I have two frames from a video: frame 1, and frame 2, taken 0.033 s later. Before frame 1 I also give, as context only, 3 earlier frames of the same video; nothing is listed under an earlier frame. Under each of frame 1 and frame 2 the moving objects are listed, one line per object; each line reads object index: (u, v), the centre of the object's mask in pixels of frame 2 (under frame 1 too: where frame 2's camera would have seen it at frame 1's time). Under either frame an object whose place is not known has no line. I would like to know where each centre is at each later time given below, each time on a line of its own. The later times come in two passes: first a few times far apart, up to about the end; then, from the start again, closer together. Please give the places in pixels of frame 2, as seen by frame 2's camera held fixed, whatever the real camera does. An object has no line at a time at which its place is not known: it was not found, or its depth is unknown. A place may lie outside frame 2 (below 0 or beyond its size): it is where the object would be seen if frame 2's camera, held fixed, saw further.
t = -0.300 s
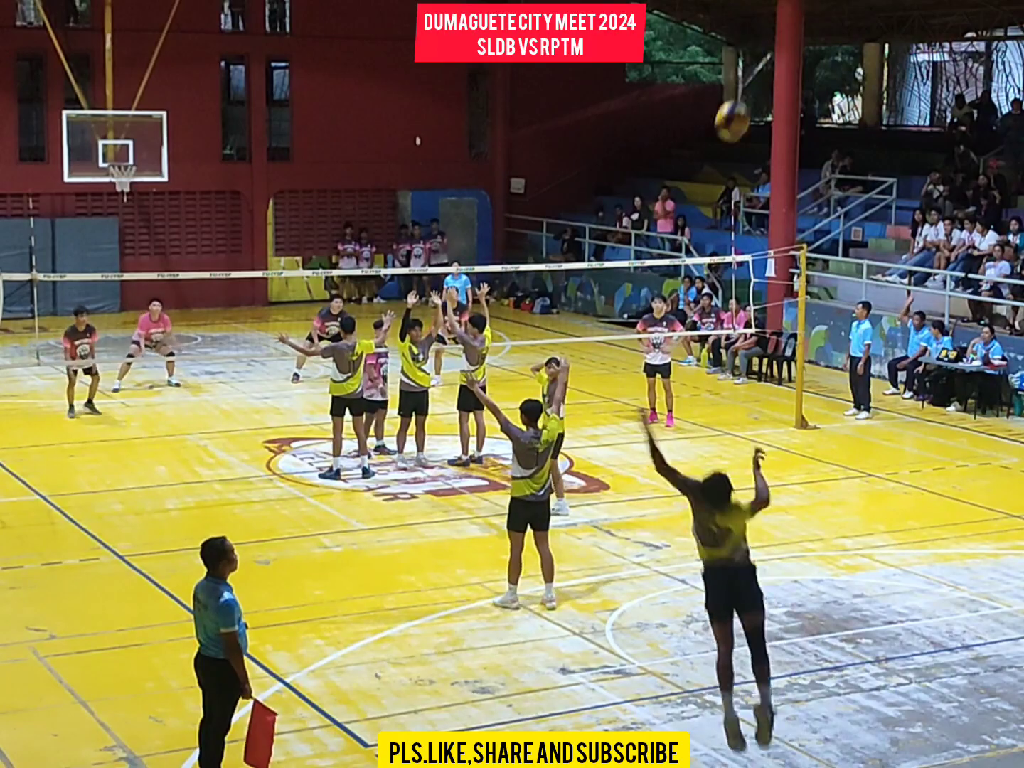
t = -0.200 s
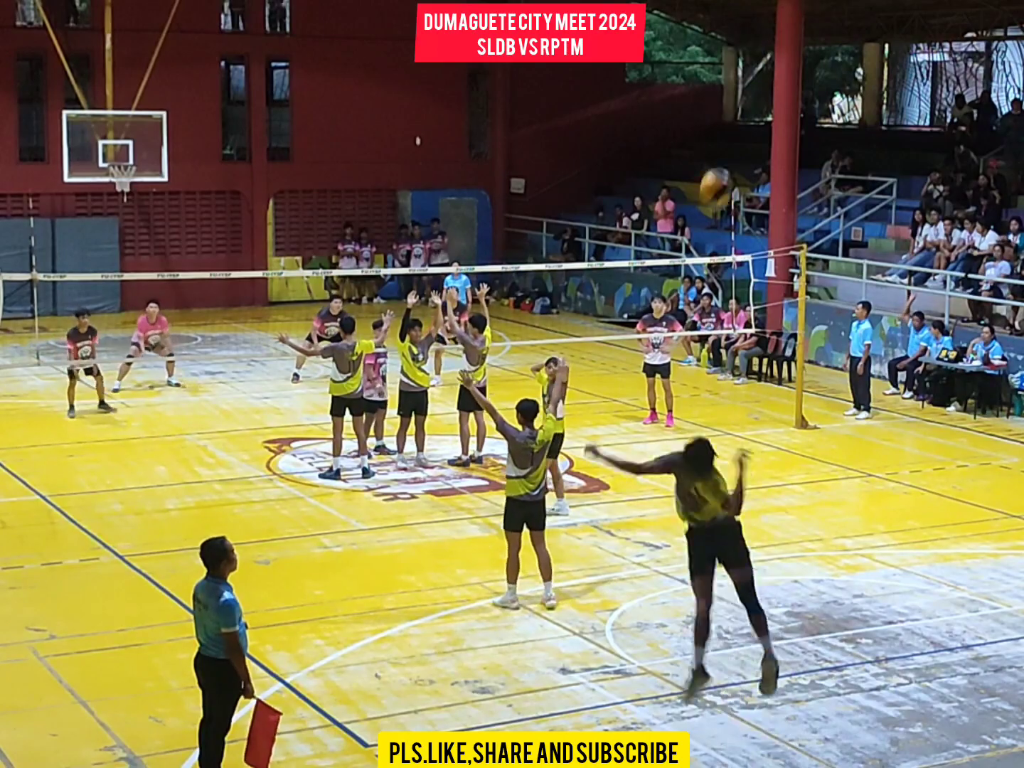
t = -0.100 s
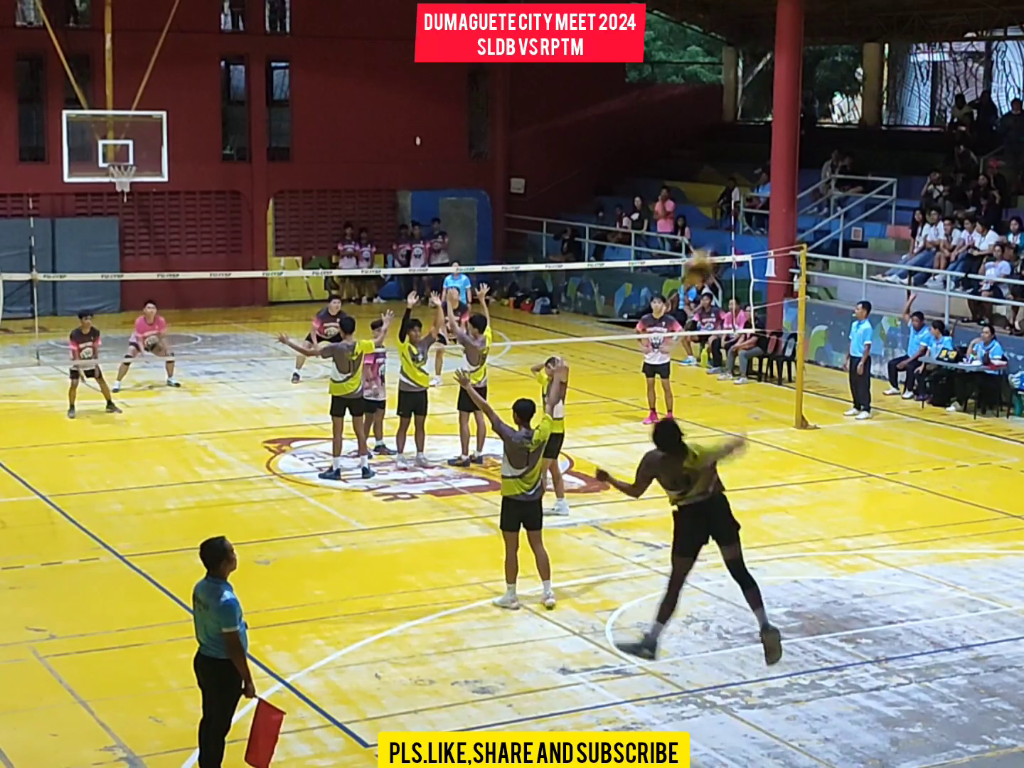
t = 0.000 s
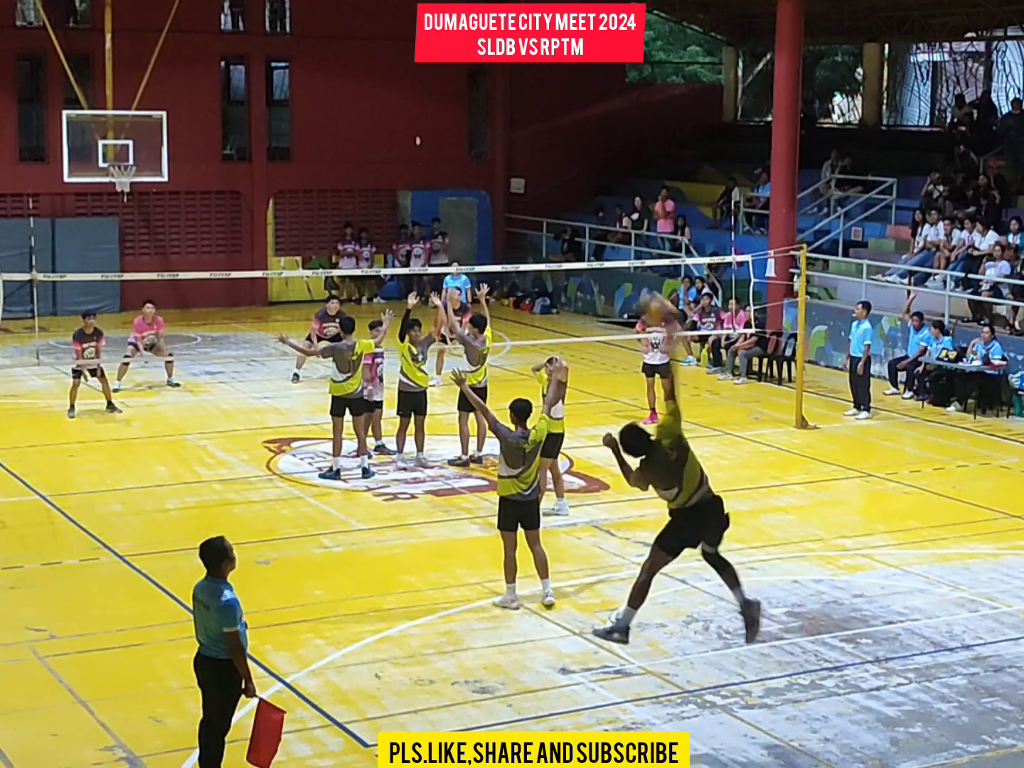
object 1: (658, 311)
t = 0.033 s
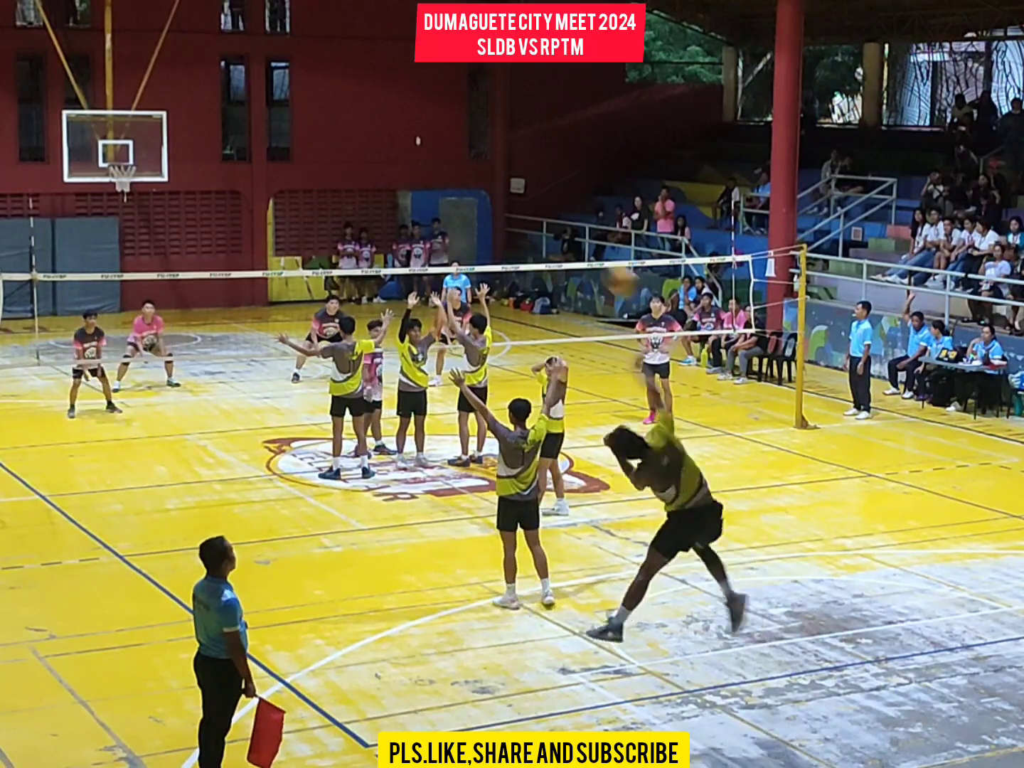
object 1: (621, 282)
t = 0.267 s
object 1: (436, 180)
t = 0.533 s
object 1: (314, 207)
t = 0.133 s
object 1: (528, 216)
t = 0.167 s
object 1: (504, 203)
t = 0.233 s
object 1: (456, 184)
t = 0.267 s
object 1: (436, 180)
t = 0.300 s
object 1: (417, 178)
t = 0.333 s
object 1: (399, 177)
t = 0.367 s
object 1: (382, 178)
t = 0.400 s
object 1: (367, 181)
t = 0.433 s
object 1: (352, 186)
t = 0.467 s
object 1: (339, 192)
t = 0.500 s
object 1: (326, 199)
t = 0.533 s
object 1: (314, 207)
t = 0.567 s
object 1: (303, 216)
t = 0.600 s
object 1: (293, 226)
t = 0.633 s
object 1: (282, 236)
